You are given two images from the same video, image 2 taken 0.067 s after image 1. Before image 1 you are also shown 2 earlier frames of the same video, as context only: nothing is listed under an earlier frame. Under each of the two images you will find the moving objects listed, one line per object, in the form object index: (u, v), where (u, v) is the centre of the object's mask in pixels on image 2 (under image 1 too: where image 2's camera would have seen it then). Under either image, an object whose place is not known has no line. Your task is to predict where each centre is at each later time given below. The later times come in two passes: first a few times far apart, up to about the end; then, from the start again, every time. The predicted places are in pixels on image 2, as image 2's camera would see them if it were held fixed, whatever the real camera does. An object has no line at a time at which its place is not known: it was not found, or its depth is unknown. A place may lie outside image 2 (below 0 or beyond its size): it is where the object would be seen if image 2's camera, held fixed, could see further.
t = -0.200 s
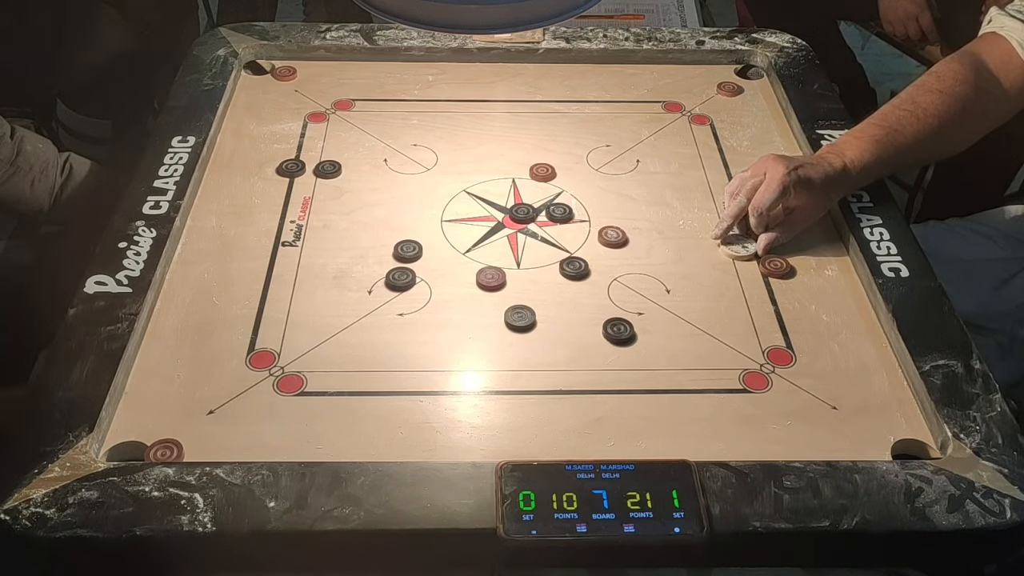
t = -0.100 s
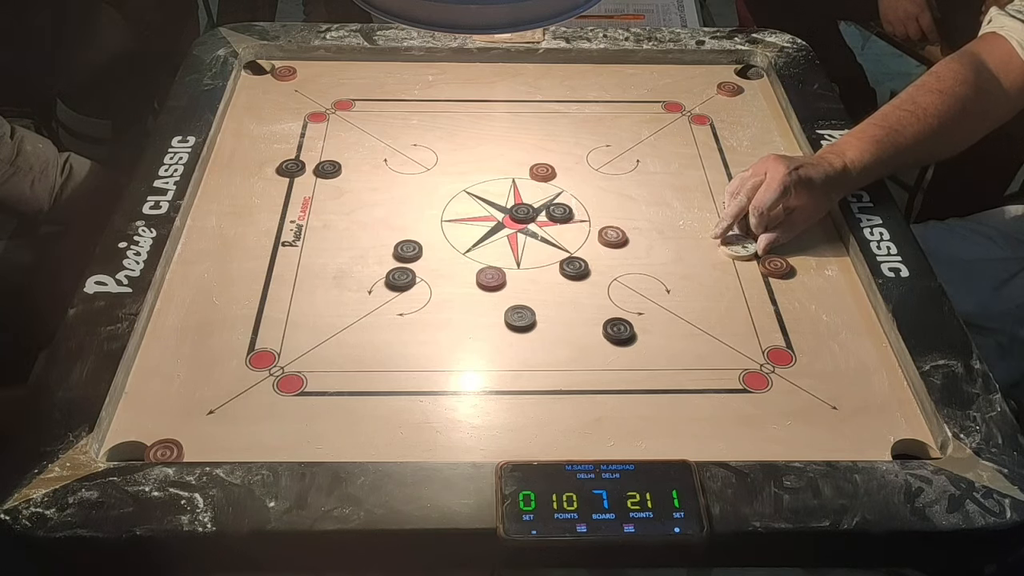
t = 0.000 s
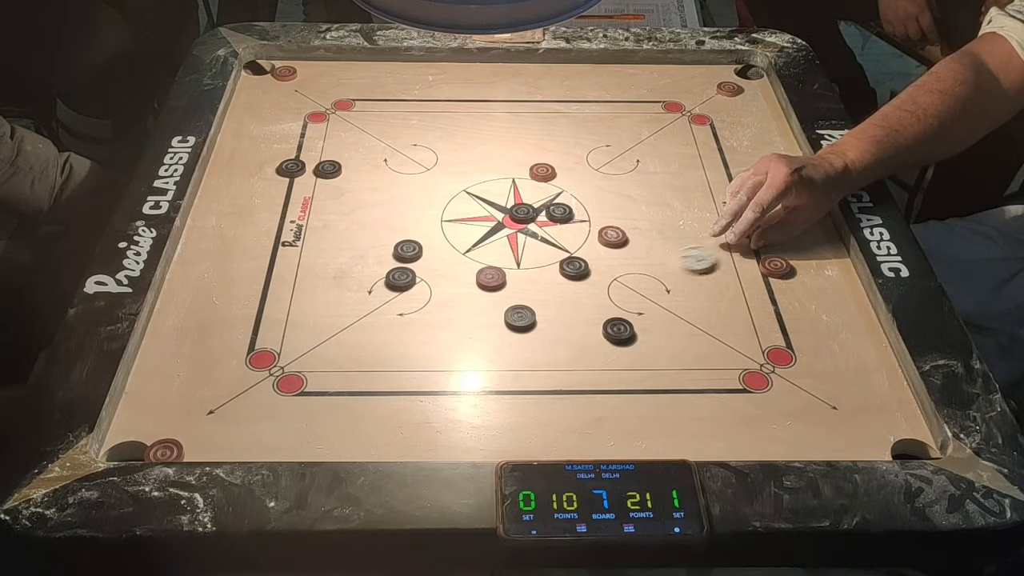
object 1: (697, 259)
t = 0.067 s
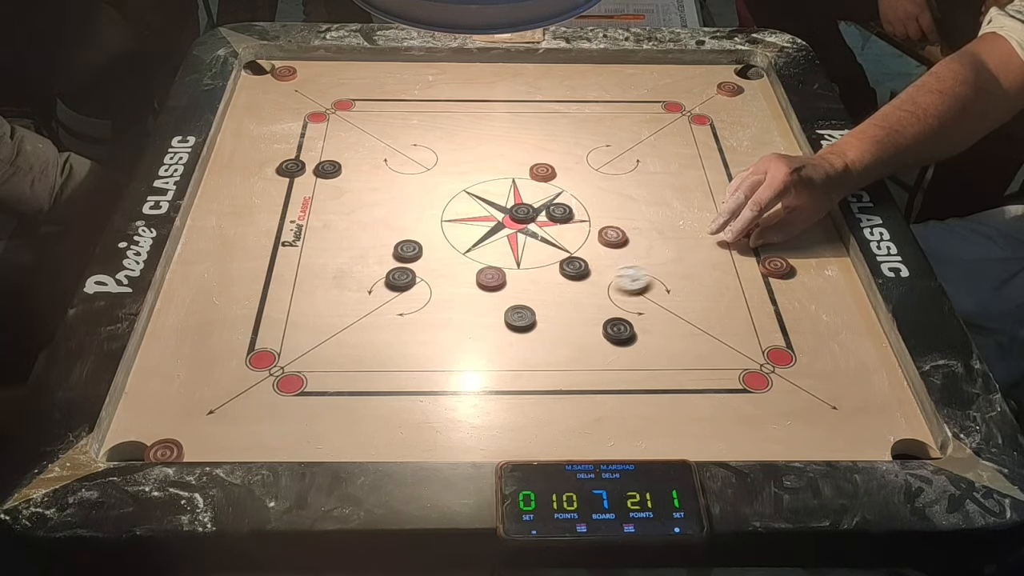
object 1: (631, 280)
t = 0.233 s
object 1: (513, 312)
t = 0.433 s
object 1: (458, 323)
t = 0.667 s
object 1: (450, 324)
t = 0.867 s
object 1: (450, 324)
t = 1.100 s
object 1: (450, 324)
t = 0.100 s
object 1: (598, 290)
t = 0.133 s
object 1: (568, 299)
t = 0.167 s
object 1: (542, 306)
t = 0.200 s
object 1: (526, 310)
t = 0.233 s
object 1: (513, 312)
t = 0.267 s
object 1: (499, 315)
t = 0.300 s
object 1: (488, 317)
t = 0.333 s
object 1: (478, 319)
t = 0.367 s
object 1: (470, 321)
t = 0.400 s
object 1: (463, 322)
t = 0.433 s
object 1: (458, 323)
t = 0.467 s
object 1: (454, 324)
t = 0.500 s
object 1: (451, 324)
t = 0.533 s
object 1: (450, 324)
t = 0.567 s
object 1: (450, 324)
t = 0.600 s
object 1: (450, 324)
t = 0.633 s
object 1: (450, 324)
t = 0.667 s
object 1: (450, 324)
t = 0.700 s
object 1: (450, 324)
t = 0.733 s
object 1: (450, 324)
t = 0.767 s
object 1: (450, 324)
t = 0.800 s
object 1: (450, 324)
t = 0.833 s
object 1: (450, 324)
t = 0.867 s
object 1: (450, 324)
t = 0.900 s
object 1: (450, 324)
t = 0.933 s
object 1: (450, 324)
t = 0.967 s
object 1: (450, 324)
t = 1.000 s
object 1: (450, 324)
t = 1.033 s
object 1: (450, 324)
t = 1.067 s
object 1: (450, 324)
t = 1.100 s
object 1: (450, 324)
